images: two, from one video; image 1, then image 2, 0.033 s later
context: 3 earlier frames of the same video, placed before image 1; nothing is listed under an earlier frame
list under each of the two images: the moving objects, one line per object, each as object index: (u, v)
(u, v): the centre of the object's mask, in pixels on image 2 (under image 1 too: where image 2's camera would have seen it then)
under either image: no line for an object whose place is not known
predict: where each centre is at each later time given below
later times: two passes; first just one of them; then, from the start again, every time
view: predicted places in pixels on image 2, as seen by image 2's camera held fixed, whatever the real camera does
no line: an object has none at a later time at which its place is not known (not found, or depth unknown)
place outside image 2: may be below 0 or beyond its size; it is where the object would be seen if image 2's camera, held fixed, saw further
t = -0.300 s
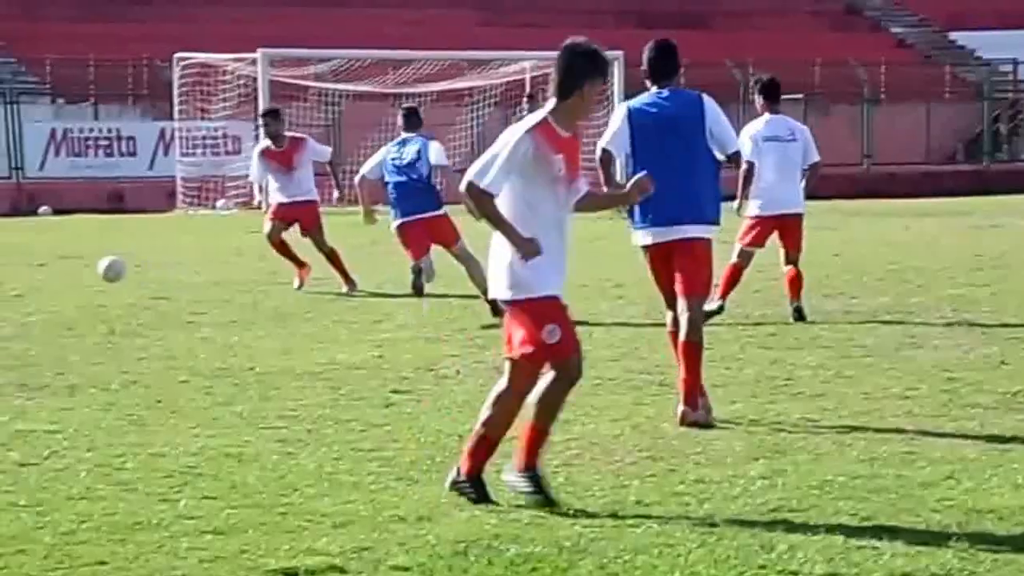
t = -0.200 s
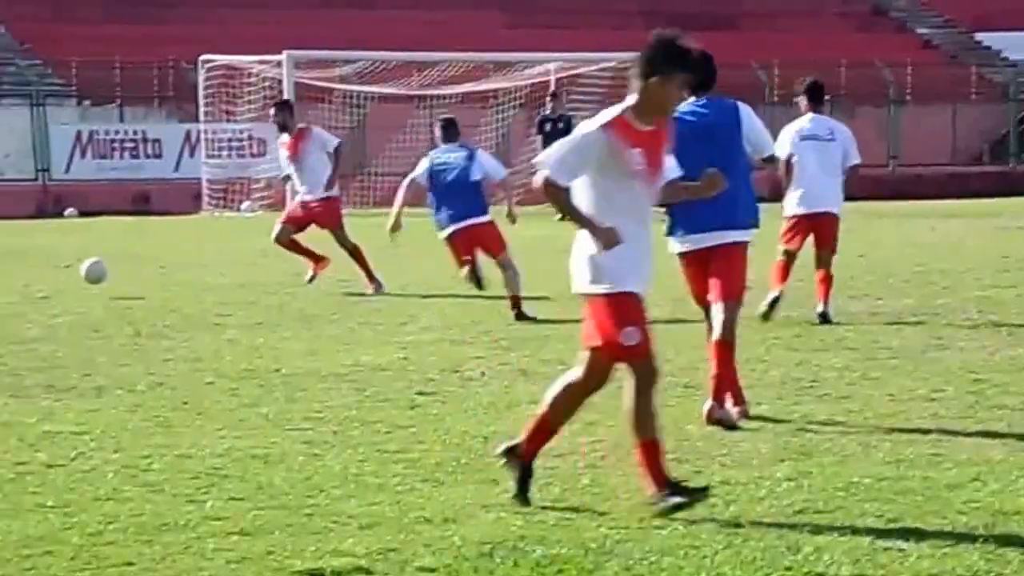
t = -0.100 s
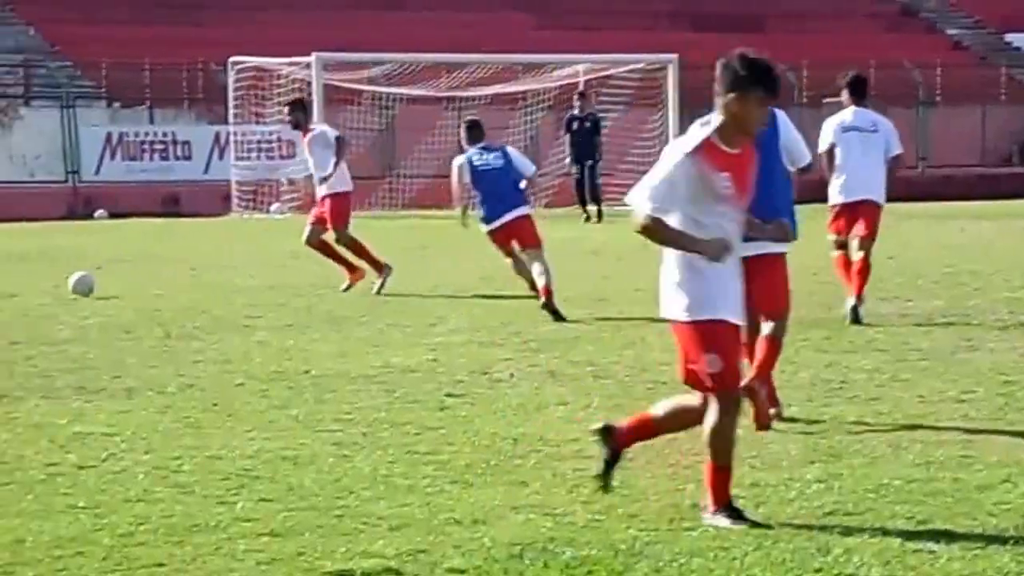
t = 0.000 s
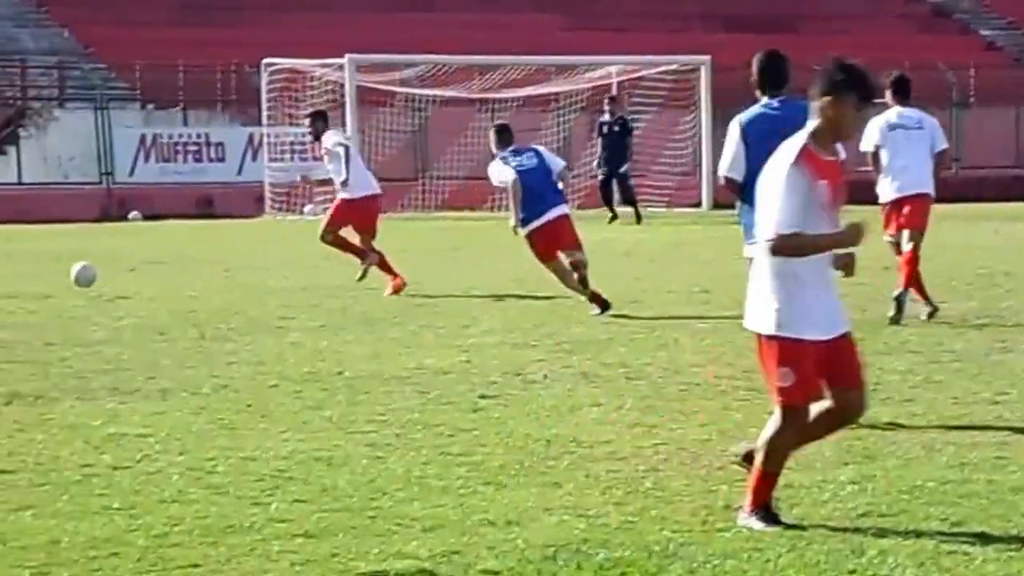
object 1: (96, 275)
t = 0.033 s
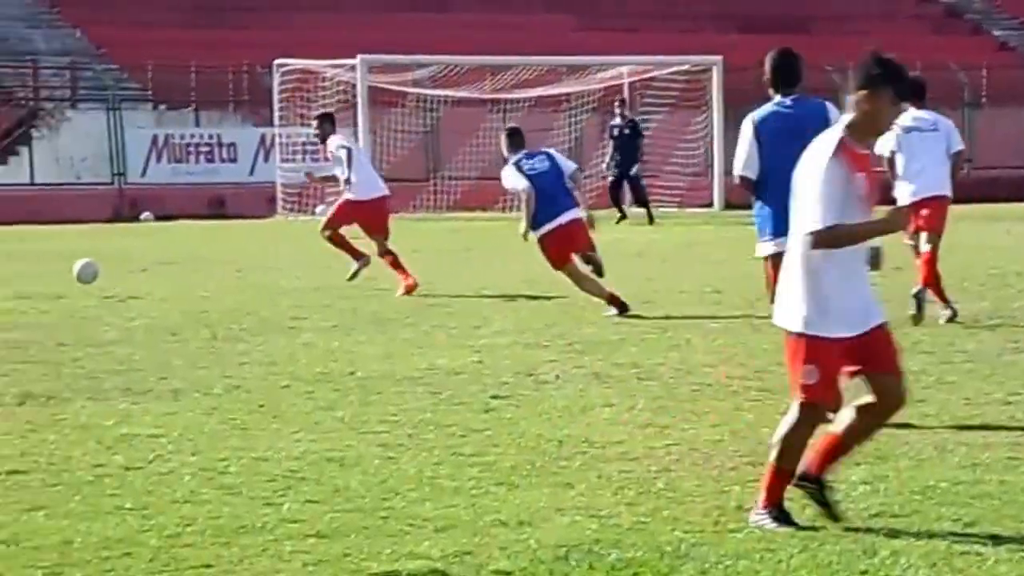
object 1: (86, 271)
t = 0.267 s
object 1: (18, 281)
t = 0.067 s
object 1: (76, 269)
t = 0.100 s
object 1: (66, 268)
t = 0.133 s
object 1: (56, 268)
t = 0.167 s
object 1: (47, 270)
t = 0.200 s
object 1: (37, 273)
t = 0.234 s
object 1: (27, 277)
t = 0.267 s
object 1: (18, 281)
